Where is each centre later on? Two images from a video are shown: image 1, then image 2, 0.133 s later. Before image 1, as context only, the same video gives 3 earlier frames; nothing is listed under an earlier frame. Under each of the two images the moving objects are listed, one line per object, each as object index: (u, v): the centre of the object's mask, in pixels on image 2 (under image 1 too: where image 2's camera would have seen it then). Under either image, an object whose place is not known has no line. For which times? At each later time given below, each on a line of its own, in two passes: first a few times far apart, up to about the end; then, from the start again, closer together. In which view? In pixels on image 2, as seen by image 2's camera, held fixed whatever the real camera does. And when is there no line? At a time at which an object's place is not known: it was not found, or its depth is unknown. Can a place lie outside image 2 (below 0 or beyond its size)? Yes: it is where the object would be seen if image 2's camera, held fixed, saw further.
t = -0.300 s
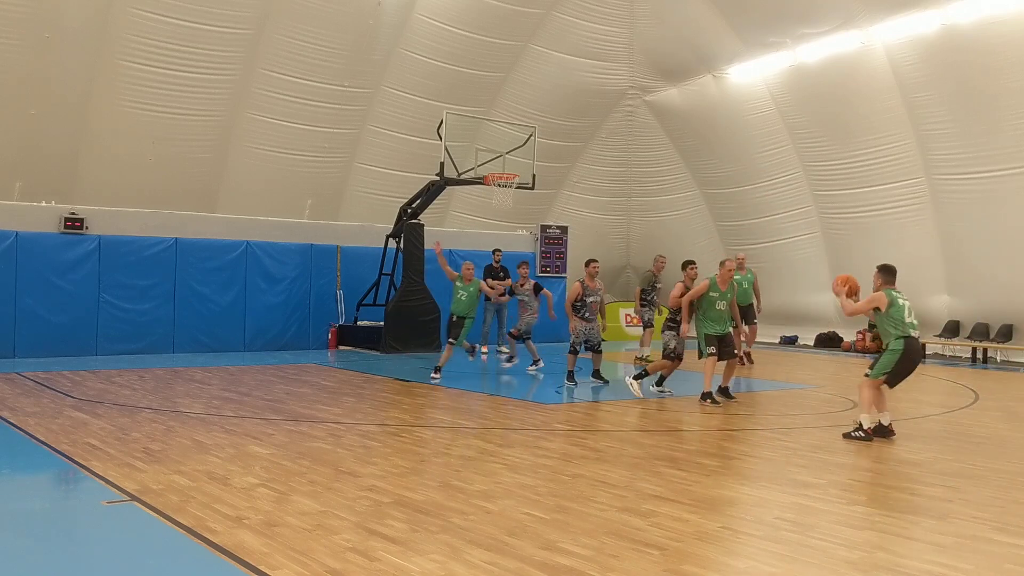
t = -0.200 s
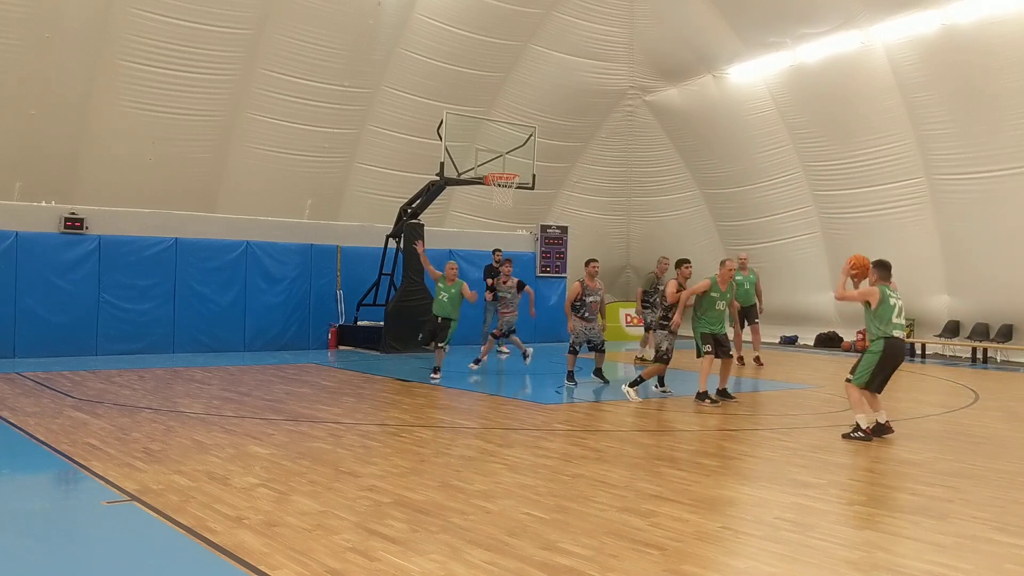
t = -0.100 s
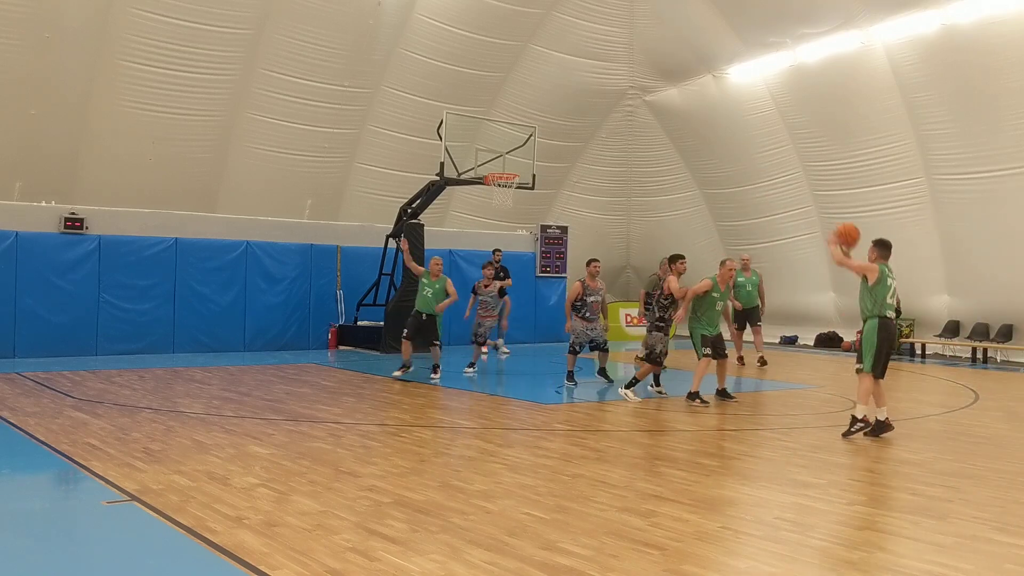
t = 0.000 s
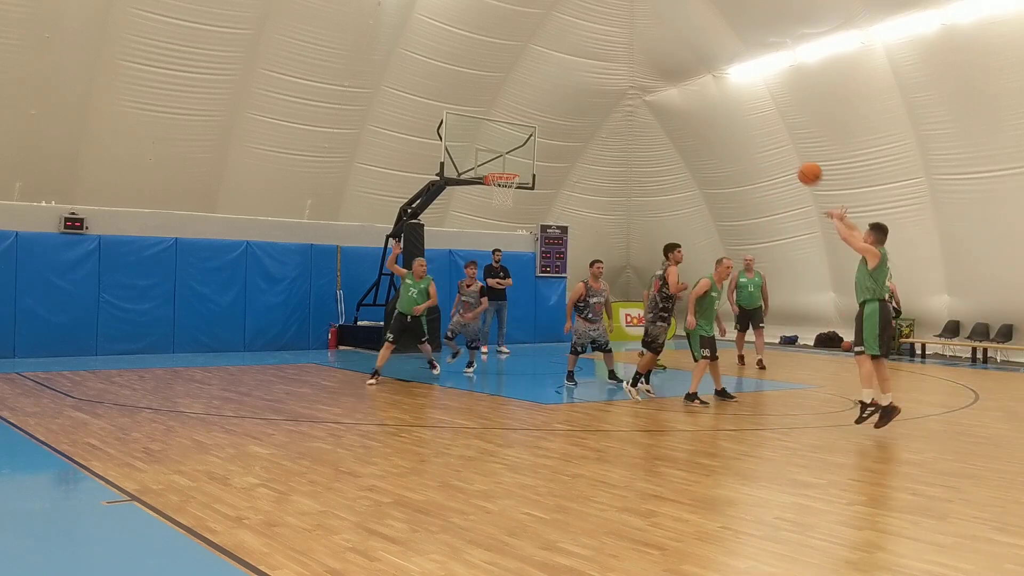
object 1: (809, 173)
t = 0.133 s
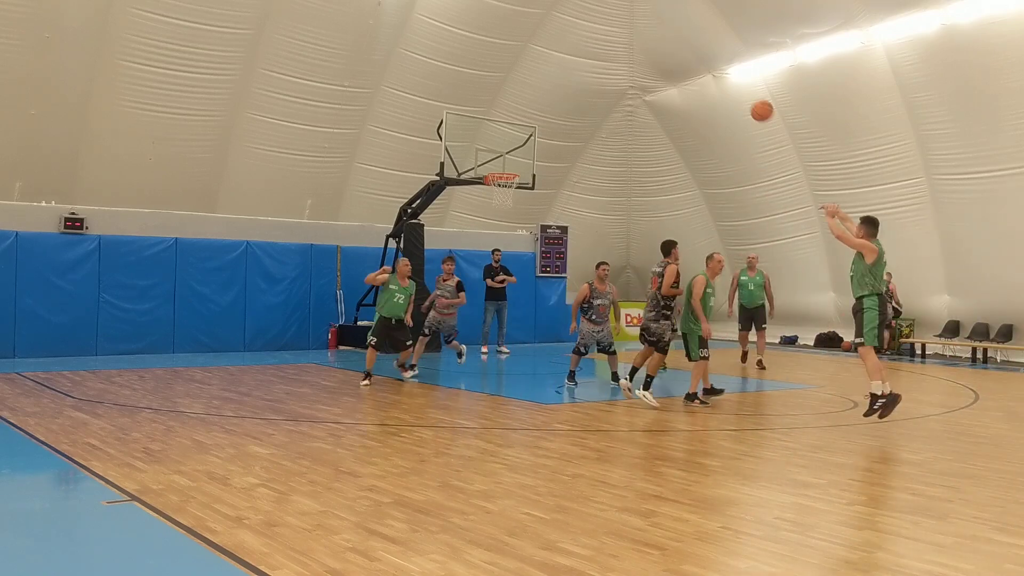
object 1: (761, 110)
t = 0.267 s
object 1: (719, 70)
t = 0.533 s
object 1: (648, 40)
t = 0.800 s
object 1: (589, 65)
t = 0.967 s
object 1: (557, 102)
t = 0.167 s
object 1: (751, 98)
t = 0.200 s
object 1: (740, 88)
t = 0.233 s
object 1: (729, 78)
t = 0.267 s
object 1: (719, 70)
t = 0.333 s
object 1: (700, 56)
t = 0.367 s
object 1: (691, 52)
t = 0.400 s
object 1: (682, 47)
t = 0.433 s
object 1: (674, 44)
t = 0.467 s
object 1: (665, 42)
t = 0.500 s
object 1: (656, 41)
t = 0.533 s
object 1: (648, 40)
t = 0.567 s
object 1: (640, 40)
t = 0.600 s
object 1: (632, 42)
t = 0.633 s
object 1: (625, 43)
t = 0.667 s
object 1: (617, 46)
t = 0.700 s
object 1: (610, 50)
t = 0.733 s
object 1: (603, 54)
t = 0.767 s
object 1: (596, 59)
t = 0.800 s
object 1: (589, 65)
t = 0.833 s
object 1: (583, 71)
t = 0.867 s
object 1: (576, 78)
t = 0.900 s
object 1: (570, 85)
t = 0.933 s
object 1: (564, 94)
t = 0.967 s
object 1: (557, 102)
